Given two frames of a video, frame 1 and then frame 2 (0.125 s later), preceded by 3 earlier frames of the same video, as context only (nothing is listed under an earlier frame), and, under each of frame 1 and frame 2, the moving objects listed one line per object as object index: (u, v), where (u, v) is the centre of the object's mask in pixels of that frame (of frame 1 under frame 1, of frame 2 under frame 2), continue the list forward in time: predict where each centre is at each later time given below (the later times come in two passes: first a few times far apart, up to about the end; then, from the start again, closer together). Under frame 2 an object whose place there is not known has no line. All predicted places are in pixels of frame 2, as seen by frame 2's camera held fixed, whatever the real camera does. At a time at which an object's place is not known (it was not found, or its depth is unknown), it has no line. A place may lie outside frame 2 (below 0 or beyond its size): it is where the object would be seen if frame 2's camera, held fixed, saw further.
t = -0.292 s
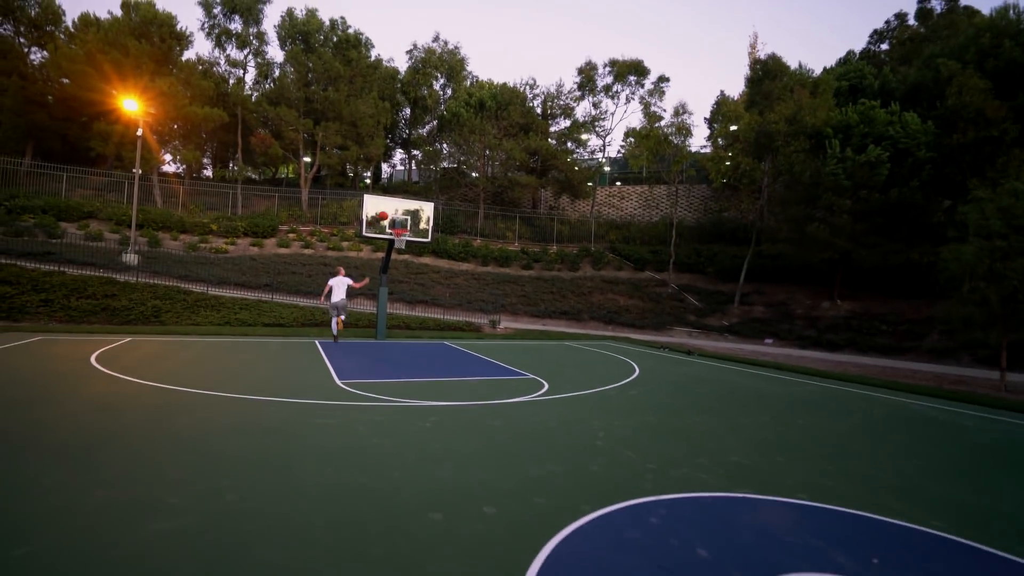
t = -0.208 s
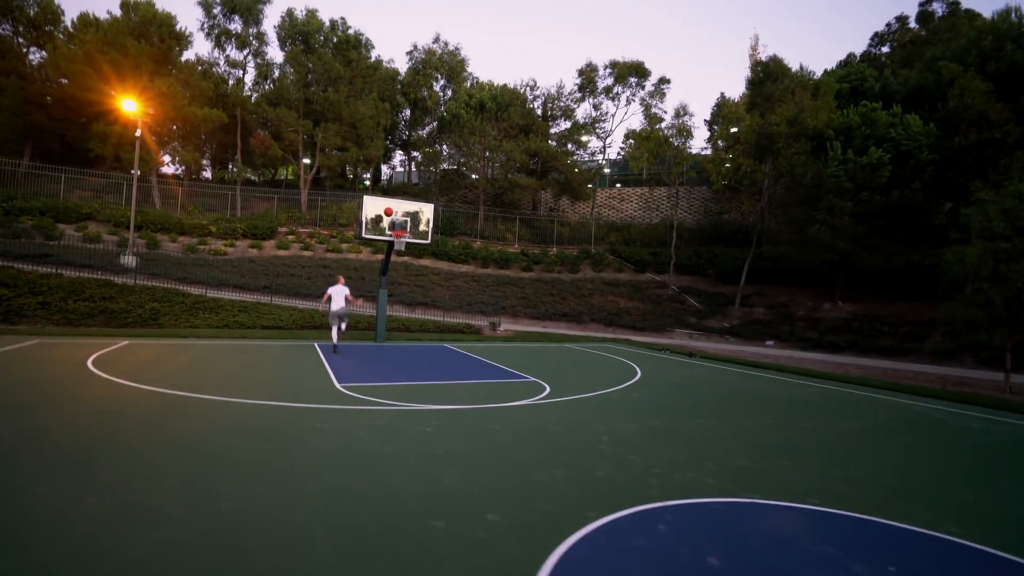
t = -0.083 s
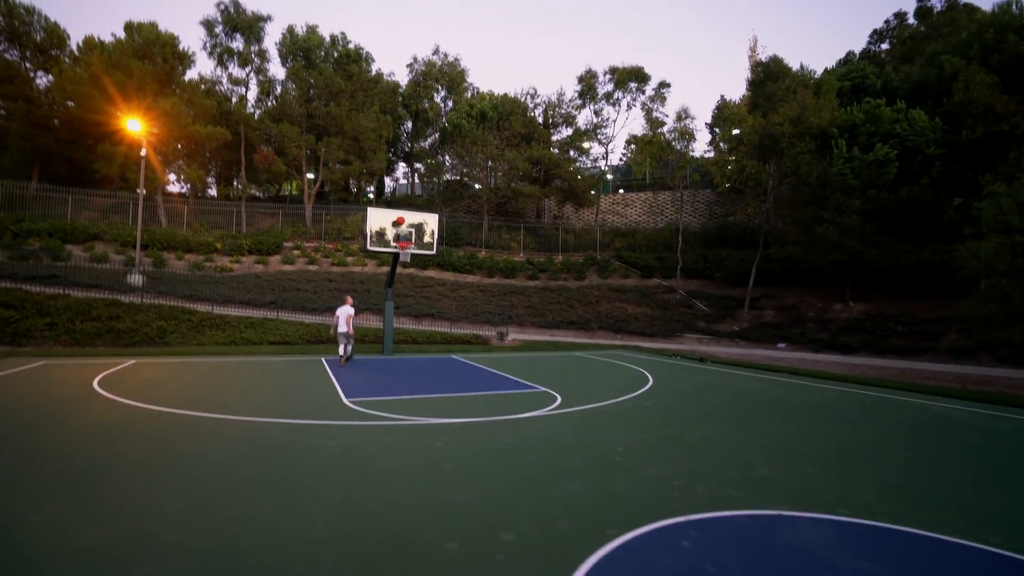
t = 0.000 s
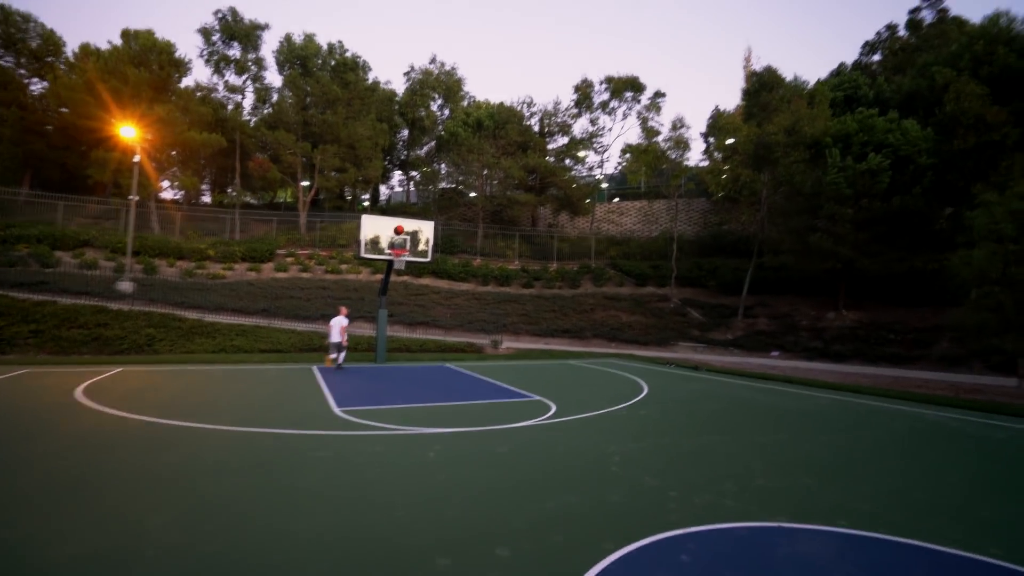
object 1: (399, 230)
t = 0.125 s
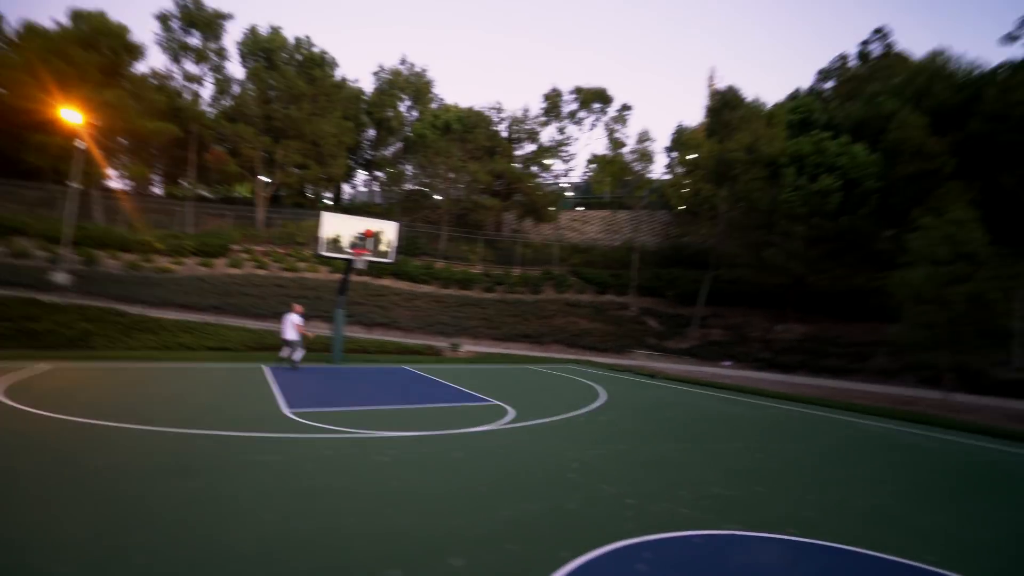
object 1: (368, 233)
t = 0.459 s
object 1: (381, 276)
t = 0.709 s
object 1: (388, 345)
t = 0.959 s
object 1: (400, 348)
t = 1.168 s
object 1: (410, 318)
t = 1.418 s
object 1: (422, 311)
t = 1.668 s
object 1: (433, 335)
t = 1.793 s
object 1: (436, 360)
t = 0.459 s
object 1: (381, 276)
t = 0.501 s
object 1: (382, 285)
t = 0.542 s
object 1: (384, 295)
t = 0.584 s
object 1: (386, 306)
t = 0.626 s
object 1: (386, 317)
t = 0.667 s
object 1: (388, 330)
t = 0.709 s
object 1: (388, 345)
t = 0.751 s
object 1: (390, 359)
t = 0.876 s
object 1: (394, 363)
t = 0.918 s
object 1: (398, 355)
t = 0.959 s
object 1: (400, 348)
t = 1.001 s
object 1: (402, 340)
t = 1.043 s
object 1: (404, 334)
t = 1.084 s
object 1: (406, 328)
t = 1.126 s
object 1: (409, 323)
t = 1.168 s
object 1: (410, 318)
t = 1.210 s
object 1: (412, 315)
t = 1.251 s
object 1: (415, 313)
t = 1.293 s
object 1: (417, 311)
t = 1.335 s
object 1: (418, 310)
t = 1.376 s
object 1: (420, 310)
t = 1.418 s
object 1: (422, 311)
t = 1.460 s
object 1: (423, 313)
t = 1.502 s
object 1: (426, 315)
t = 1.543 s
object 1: (427, 319)
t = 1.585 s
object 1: (429, 323)
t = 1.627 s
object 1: (431, 329)
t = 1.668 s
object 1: (433, 335)
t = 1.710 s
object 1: (434, 342)
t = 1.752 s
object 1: (436, 351)
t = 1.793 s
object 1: (436, 360)
